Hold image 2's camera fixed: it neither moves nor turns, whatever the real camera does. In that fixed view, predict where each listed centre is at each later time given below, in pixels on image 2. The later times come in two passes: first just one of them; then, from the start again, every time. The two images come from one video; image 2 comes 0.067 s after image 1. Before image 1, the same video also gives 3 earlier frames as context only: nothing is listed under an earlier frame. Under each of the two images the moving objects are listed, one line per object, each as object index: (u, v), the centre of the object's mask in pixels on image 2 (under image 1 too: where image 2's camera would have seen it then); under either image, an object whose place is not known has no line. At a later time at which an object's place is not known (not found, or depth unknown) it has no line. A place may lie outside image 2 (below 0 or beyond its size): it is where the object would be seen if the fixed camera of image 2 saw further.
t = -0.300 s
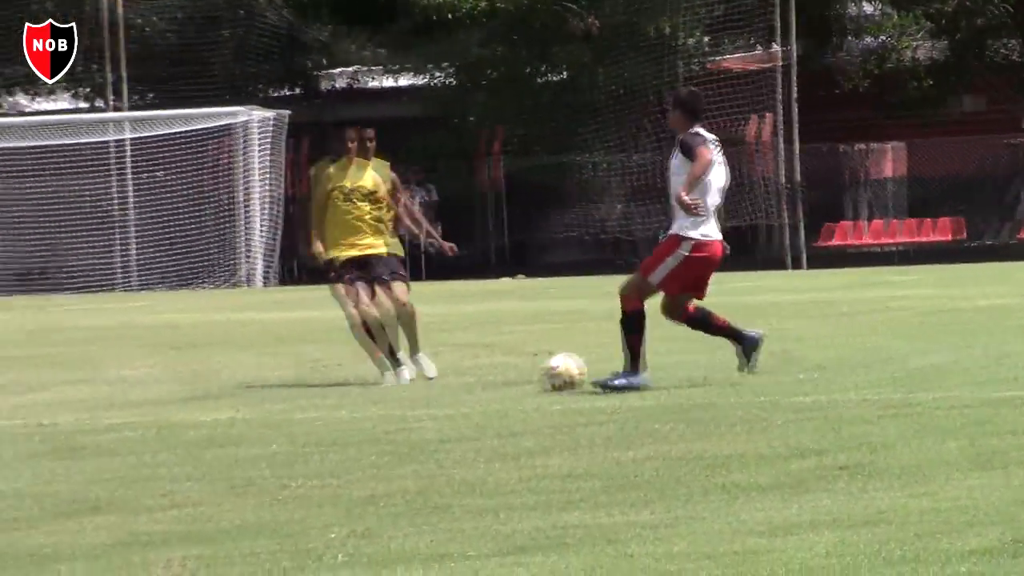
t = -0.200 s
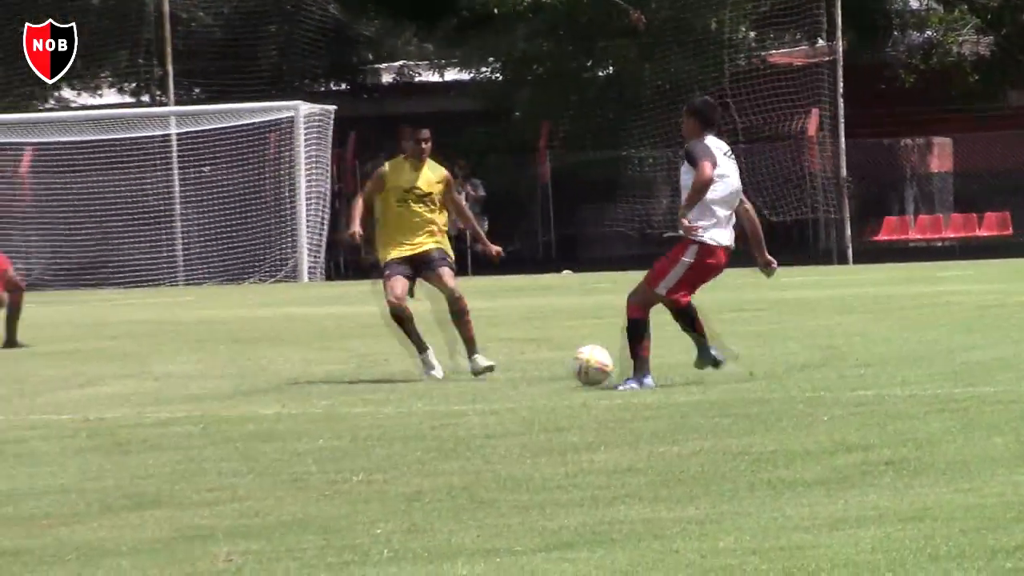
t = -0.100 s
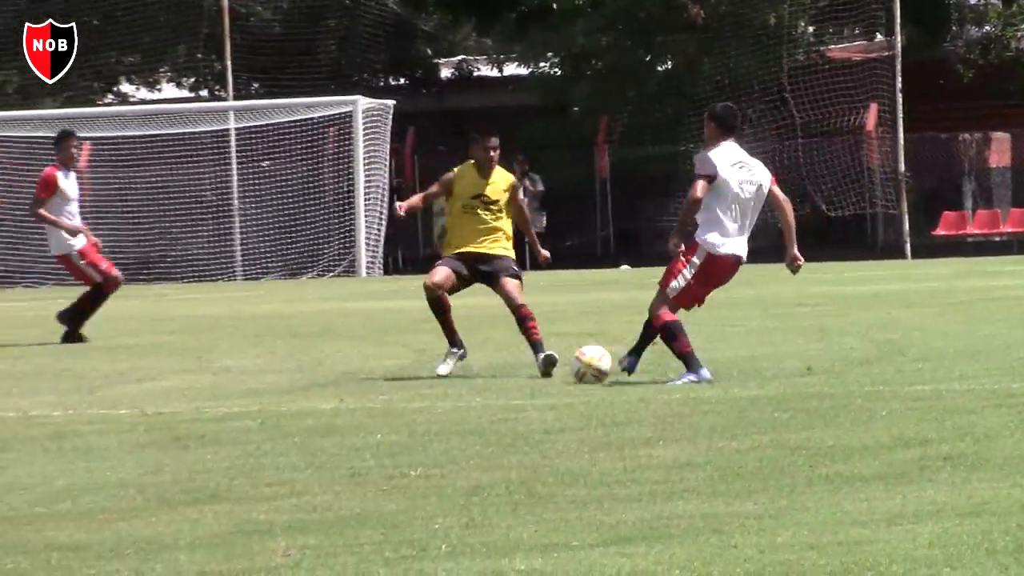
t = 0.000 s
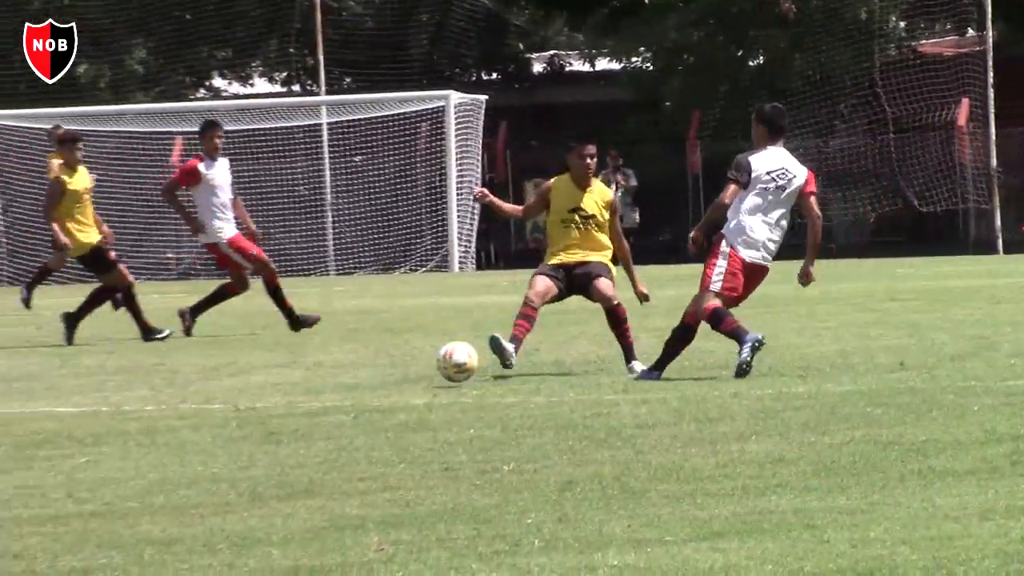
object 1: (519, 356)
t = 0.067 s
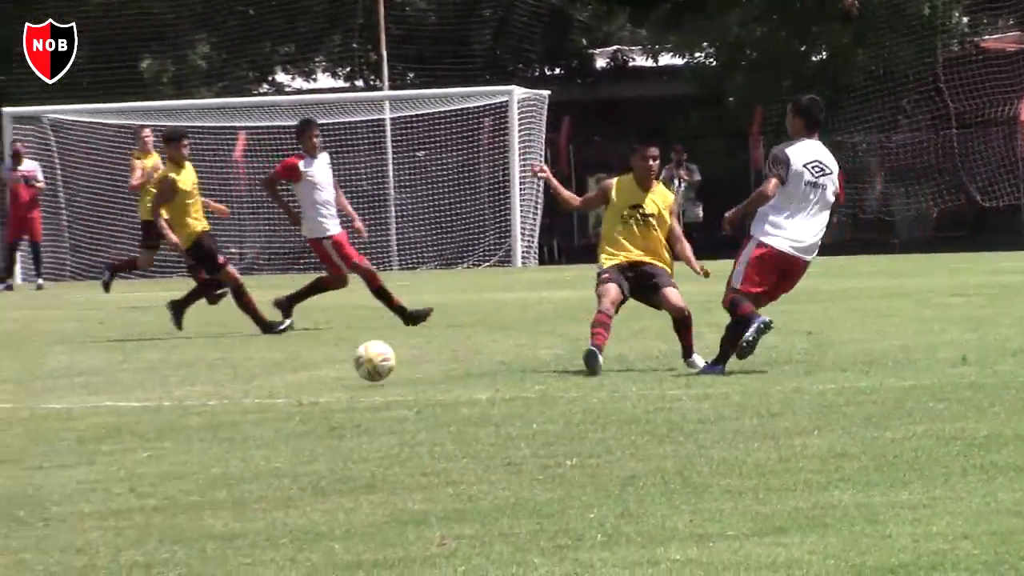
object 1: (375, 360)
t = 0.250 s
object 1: (8, 372)
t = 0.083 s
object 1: (338, 363)
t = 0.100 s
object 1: (302, 367)
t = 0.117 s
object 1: (266, 370)
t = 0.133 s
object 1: (230, 374)
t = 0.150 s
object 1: (197, 375)
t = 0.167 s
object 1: (166, 375)
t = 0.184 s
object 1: (134, 373)
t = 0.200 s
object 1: (103, 372)
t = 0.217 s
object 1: (72, 371)
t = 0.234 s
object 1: (40, 371)
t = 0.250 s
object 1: (8, 372)
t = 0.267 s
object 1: (-24, 372)
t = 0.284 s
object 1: (-56, 374)
